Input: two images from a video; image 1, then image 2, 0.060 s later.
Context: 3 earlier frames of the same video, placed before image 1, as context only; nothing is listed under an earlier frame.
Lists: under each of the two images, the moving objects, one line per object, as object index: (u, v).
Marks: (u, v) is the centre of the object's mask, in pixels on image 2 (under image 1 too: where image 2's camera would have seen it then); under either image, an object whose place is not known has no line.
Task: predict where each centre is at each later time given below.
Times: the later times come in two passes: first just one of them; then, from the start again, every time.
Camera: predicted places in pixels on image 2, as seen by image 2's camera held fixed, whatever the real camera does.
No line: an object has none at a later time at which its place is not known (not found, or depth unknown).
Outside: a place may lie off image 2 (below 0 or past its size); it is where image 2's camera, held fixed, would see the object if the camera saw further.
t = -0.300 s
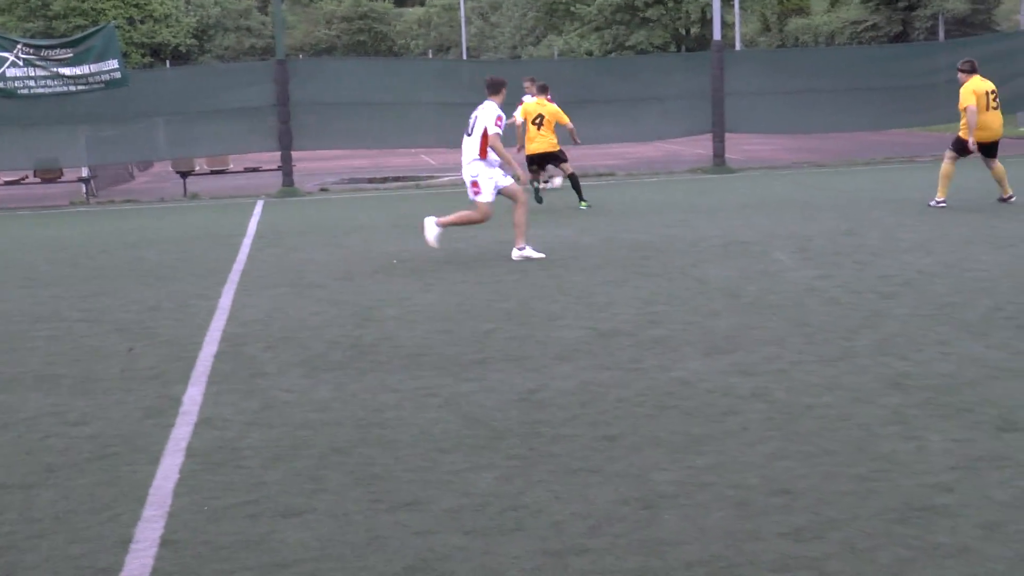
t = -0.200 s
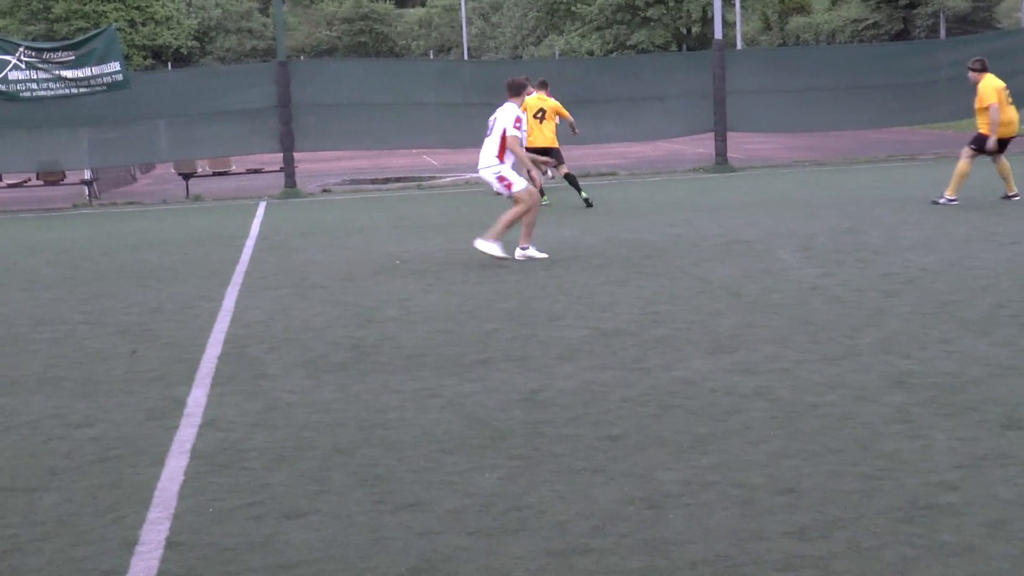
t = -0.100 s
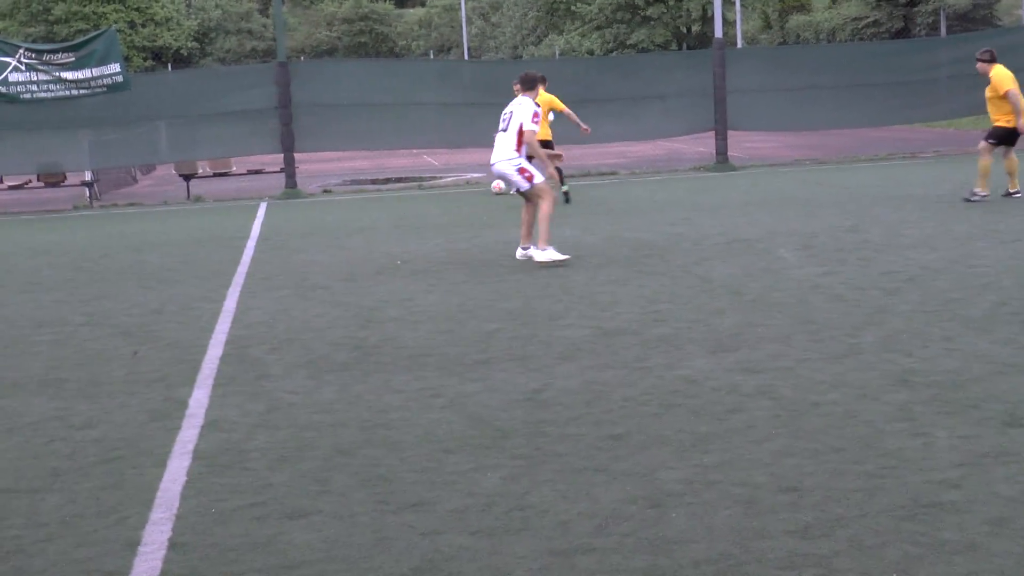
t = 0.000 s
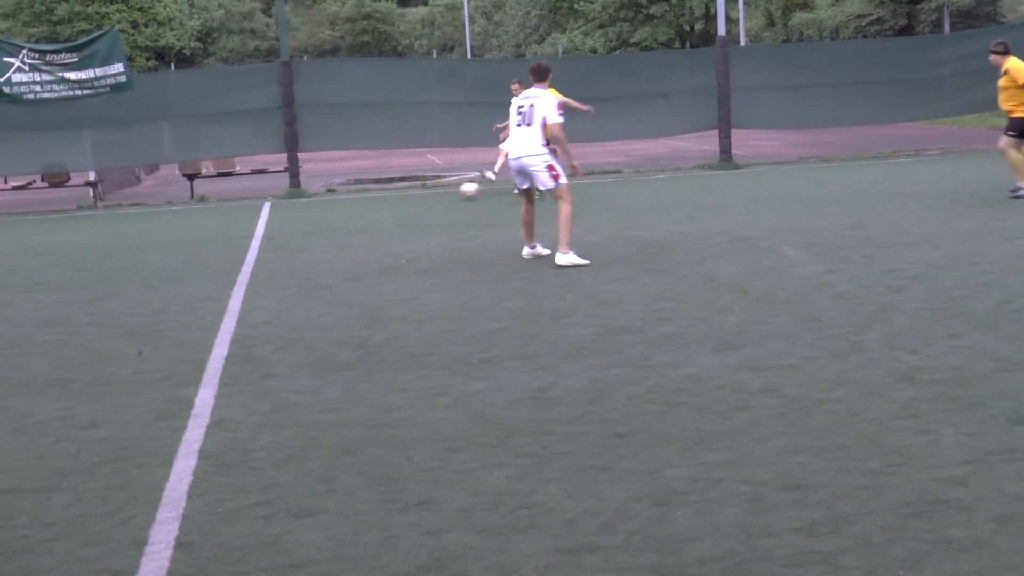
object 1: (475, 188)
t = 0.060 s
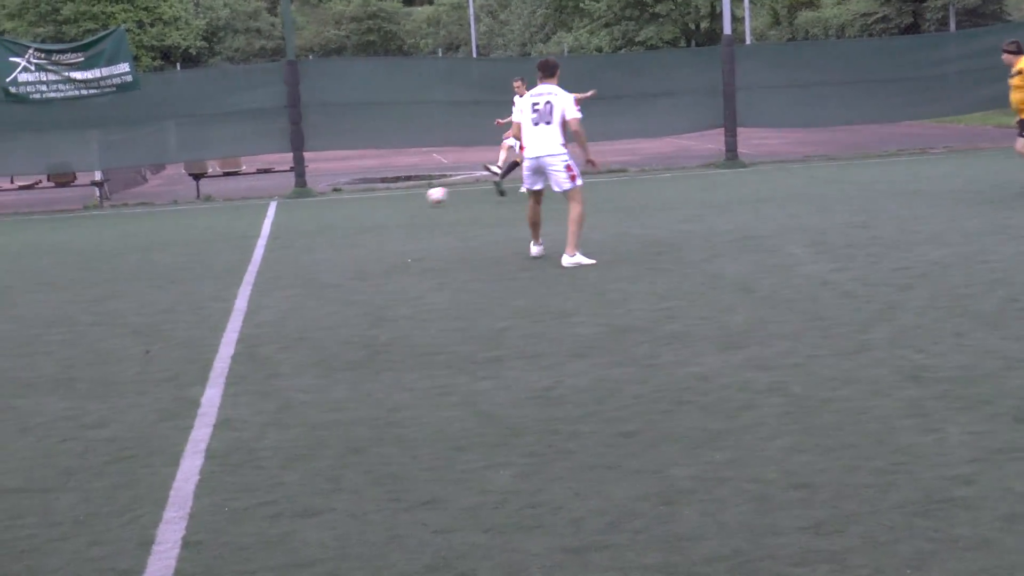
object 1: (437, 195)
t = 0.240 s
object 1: (316, 219)
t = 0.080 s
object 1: (424, 198)
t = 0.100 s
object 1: (411, 202)
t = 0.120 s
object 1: (397, 206)
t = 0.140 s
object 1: (384, 208)
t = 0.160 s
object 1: (371, 209)
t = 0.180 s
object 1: (357, 211)
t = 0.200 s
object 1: (344, 213)
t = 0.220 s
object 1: (330, 216)
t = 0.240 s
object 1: (316, 219)
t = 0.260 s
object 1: (301, 223)
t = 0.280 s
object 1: (287, 227)
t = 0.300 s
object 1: (272, 230)
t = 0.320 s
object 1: (258, 230)
